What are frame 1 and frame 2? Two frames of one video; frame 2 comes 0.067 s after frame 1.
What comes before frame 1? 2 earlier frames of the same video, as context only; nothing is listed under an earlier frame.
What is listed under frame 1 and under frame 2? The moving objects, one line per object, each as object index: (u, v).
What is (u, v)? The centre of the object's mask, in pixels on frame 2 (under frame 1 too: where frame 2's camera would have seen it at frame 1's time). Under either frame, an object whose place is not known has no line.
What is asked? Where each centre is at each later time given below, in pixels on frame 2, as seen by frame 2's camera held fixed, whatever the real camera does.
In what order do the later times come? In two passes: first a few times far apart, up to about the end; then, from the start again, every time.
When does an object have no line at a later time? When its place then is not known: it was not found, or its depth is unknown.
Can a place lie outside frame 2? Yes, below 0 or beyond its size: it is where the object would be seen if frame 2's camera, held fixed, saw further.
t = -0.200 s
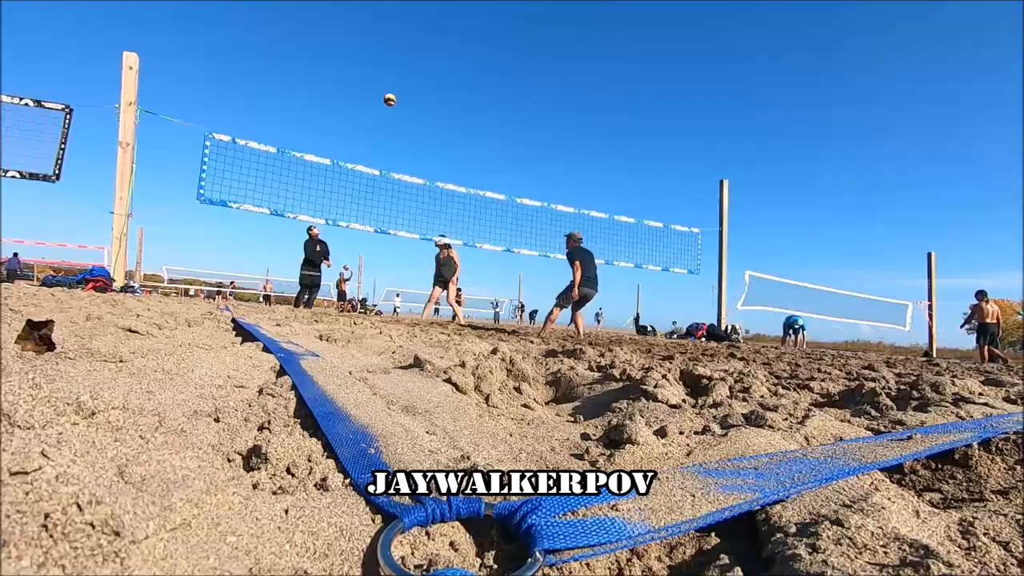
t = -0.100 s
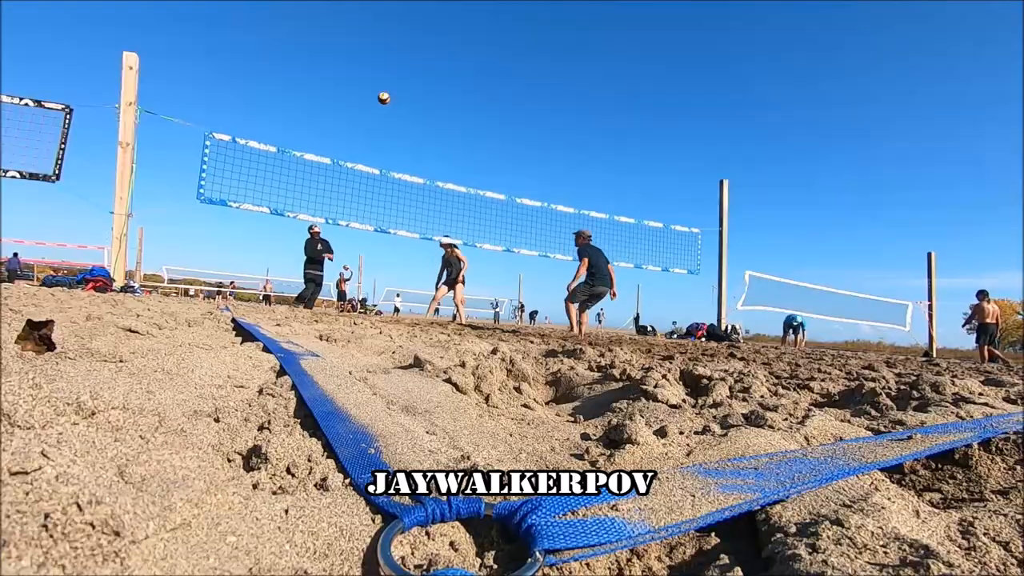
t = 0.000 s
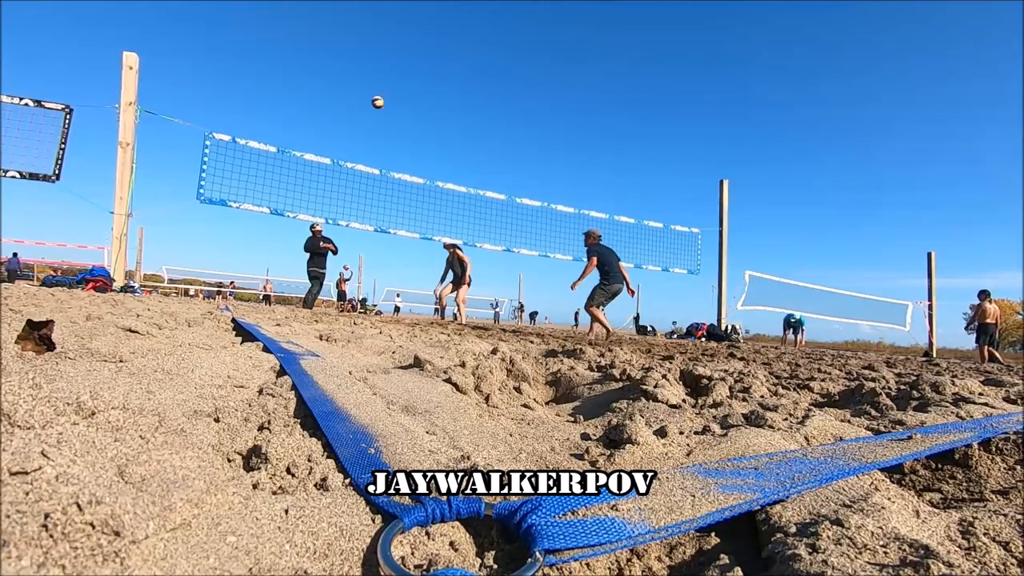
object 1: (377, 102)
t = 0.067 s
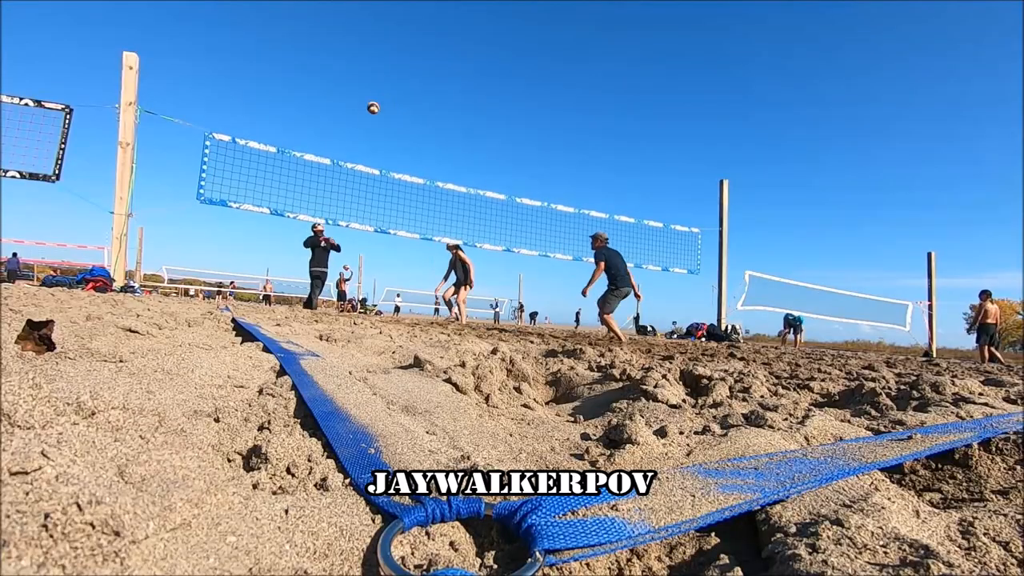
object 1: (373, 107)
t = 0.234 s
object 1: (361, 131)
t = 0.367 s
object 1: (351, 159)
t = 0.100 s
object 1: (370, 111)
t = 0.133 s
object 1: (368, 115)
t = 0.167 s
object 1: (366, 120)
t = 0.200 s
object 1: (363, 125)
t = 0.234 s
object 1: (361, 131)
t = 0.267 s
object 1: (358, 138)
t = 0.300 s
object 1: (356, 145)
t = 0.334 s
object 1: (353, 153)
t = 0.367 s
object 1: (351, 159)
